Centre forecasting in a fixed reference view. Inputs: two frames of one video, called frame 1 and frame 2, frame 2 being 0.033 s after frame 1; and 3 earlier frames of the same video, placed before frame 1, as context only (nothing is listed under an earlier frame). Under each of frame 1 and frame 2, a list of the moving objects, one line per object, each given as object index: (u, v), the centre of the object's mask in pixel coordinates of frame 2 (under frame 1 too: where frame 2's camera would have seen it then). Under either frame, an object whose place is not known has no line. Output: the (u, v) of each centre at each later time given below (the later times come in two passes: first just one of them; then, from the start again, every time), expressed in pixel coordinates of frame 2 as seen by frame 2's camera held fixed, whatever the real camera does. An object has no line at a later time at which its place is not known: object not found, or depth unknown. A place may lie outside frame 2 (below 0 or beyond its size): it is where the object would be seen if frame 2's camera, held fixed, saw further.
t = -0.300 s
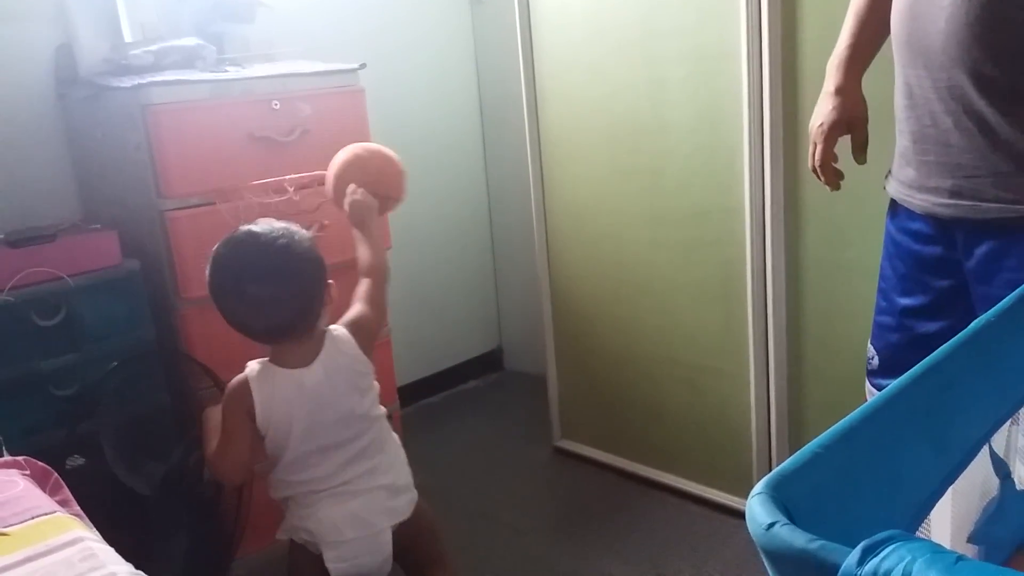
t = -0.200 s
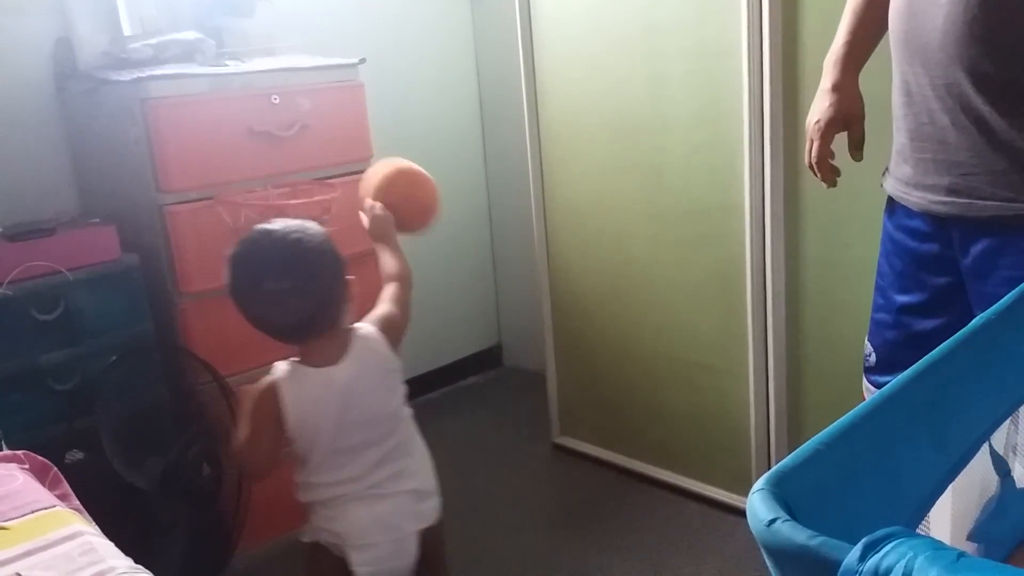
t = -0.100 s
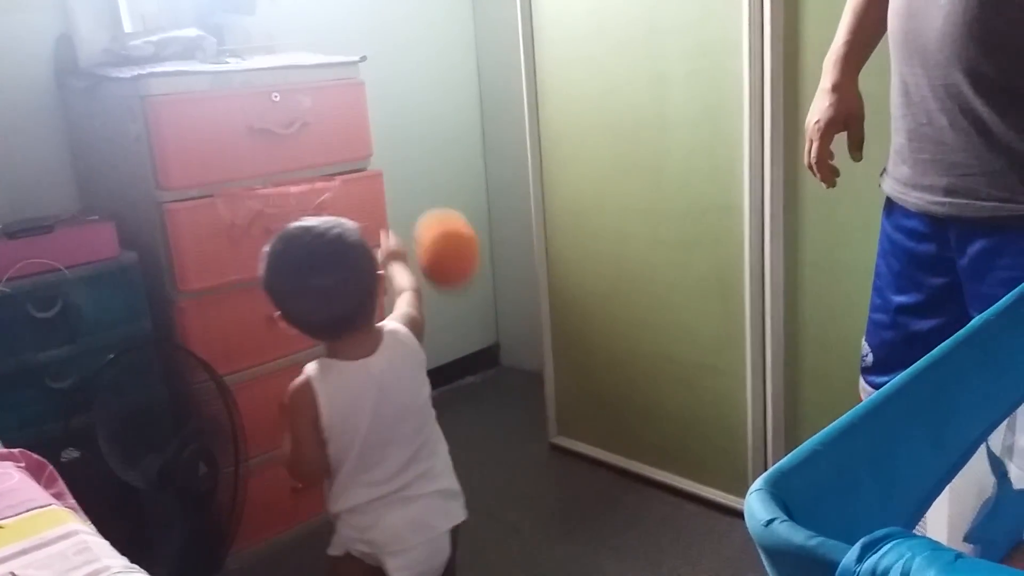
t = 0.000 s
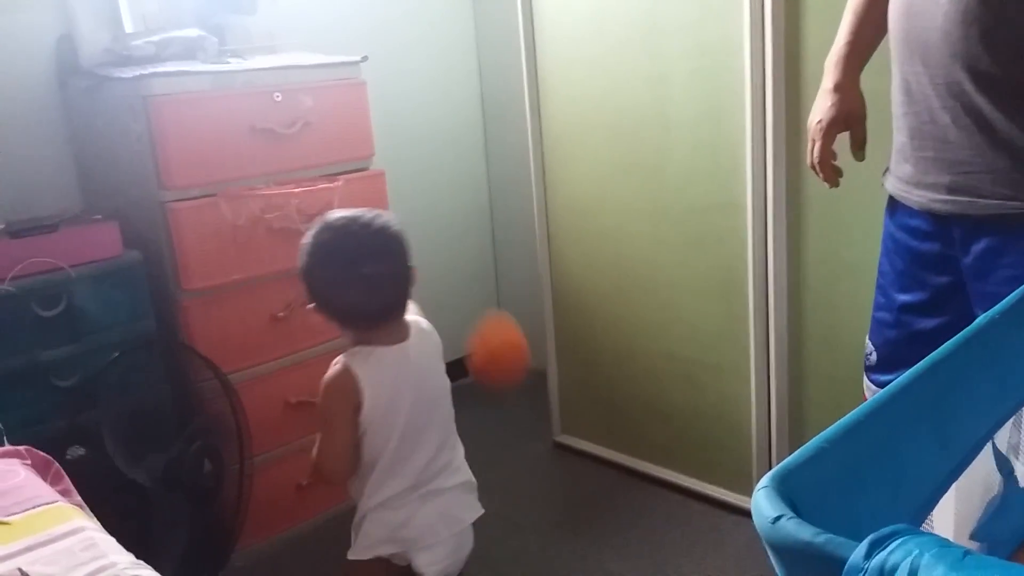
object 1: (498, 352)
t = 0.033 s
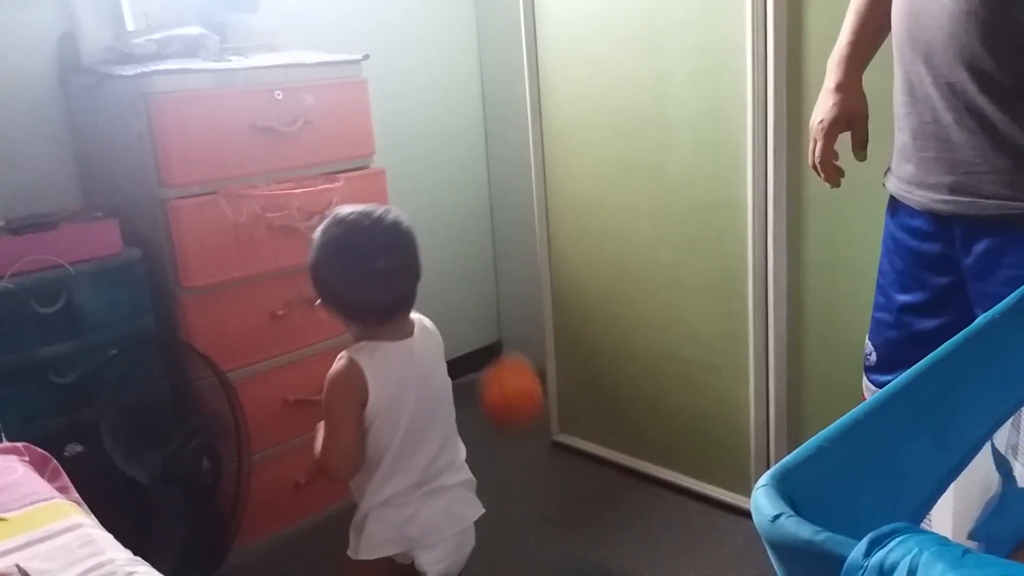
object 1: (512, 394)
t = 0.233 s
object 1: (543, 448)
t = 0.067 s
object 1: (526, 441)
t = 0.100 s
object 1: (541, 492)
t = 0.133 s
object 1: (548, 503)
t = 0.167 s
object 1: (545, 481)
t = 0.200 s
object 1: (544, 461)
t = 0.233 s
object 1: (543, 448)
